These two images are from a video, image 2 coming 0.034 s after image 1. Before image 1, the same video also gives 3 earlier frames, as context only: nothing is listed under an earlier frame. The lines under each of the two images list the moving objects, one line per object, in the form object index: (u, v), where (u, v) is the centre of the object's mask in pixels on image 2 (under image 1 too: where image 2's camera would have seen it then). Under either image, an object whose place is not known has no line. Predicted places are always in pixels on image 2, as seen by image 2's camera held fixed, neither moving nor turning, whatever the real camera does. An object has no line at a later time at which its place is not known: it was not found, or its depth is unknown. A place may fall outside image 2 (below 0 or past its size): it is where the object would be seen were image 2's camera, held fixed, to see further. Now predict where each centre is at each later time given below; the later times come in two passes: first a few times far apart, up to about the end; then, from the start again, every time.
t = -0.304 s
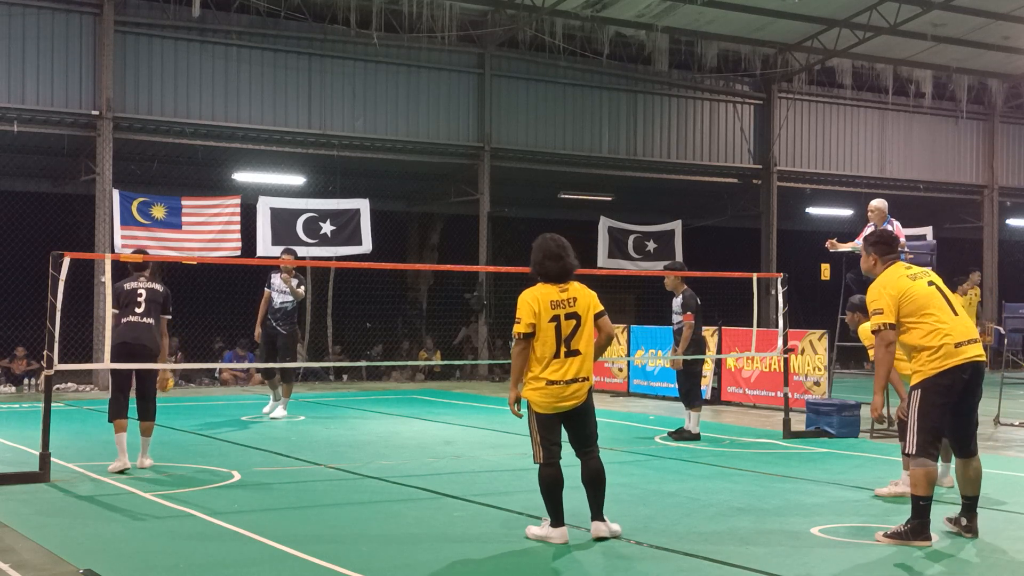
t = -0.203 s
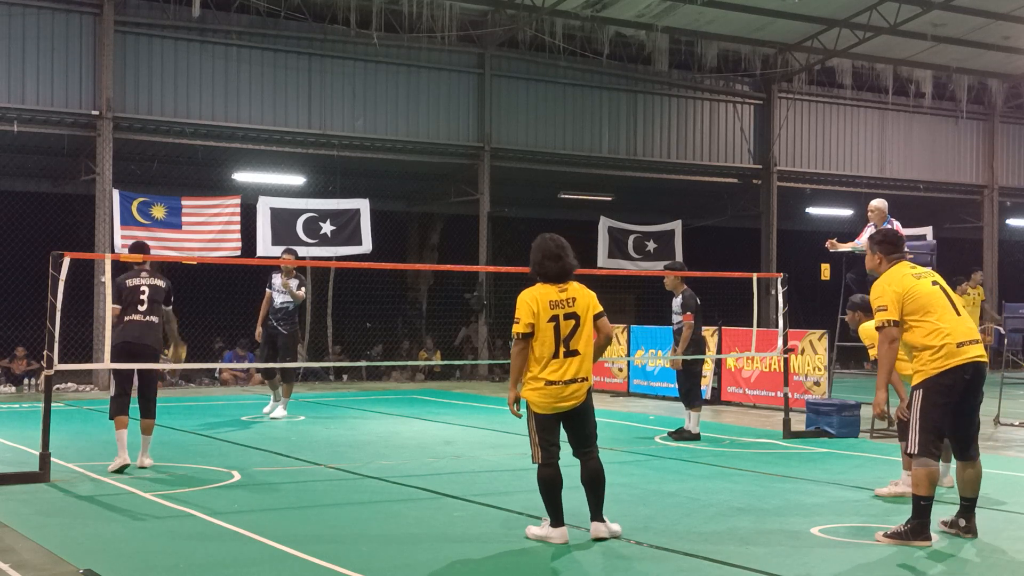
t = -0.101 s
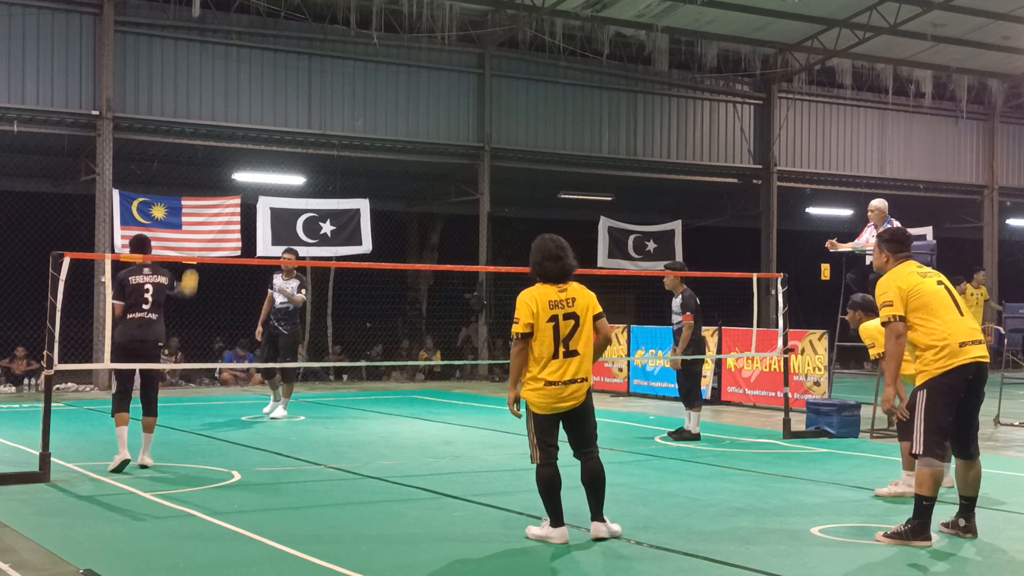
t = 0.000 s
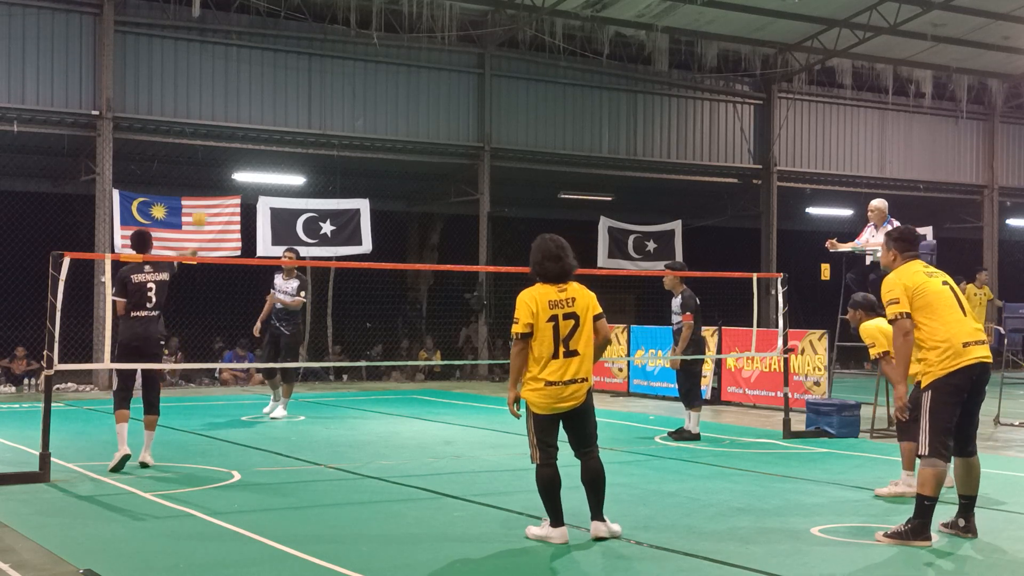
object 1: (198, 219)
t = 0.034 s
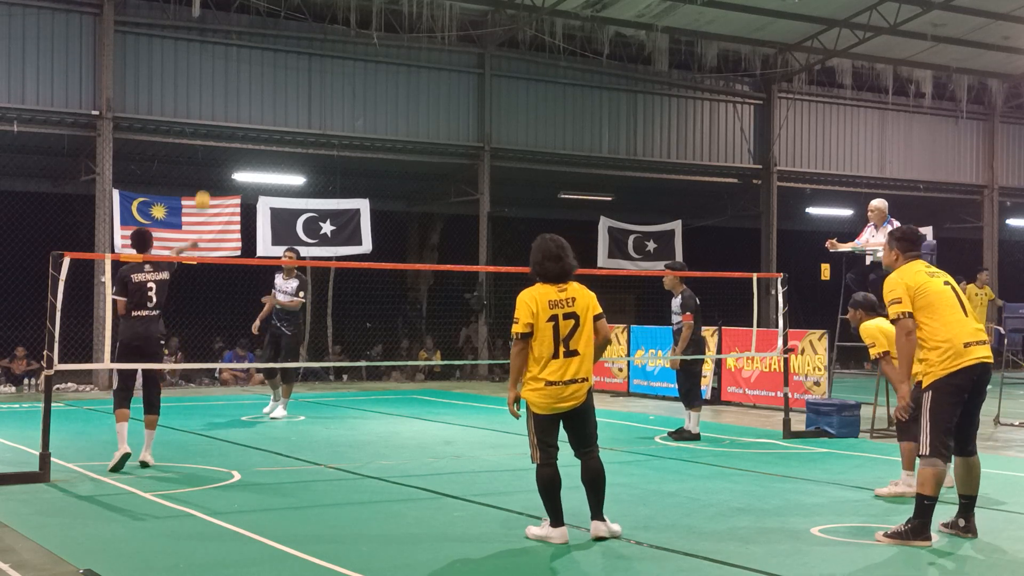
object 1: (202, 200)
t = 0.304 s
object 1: (223, 120)
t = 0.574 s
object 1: (240, 125)
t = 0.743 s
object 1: (249, 162)
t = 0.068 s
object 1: (205, 186)
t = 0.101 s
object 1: (207, 172)
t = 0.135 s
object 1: (210, 160)
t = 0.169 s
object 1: (213, 149)
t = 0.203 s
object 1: (215, 140)
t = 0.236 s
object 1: (218, 132)
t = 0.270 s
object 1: (220, 126)
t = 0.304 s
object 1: (223, 120)
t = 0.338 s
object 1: (225, 117)
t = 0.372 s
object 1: (227, 115)
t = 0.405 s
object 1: (229, 113)
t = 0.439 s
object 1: (232, 113)
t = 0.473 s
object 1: (234, 115)
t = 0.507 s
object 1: (236, 117)
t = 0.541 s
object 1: (238, 120)
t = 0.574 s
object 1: (240, 125)
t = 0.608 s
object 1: (242, 131)
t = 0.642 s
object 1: (244, 137)
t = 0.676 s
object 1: (246, 145)
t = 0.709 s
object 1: (247, 153)
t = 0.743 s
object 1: (249, 162)
